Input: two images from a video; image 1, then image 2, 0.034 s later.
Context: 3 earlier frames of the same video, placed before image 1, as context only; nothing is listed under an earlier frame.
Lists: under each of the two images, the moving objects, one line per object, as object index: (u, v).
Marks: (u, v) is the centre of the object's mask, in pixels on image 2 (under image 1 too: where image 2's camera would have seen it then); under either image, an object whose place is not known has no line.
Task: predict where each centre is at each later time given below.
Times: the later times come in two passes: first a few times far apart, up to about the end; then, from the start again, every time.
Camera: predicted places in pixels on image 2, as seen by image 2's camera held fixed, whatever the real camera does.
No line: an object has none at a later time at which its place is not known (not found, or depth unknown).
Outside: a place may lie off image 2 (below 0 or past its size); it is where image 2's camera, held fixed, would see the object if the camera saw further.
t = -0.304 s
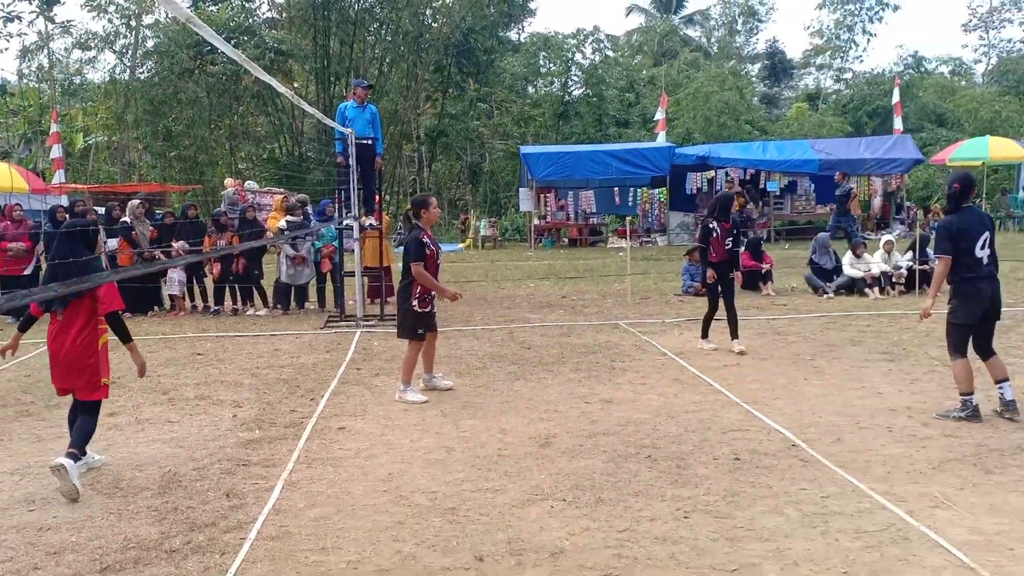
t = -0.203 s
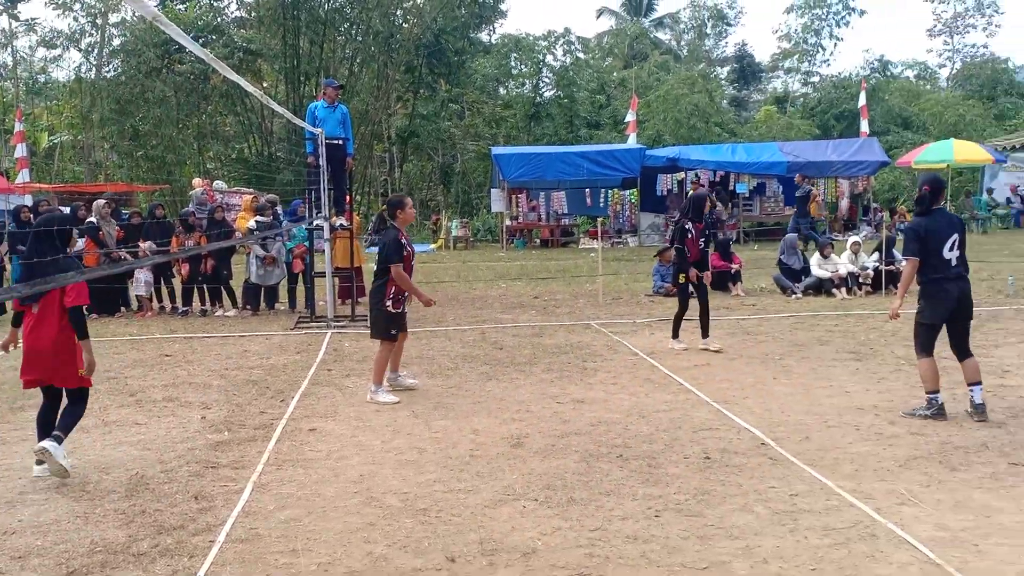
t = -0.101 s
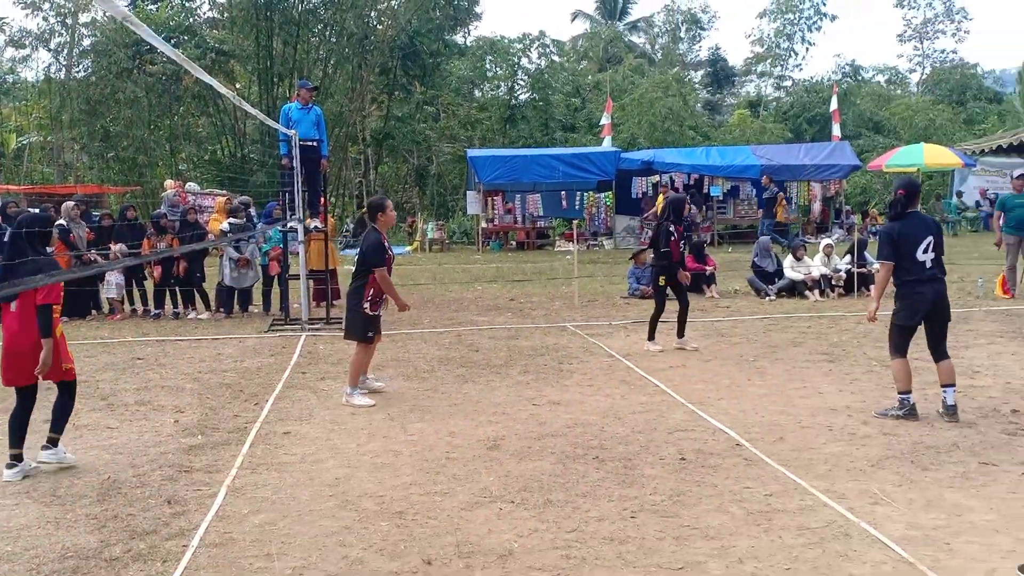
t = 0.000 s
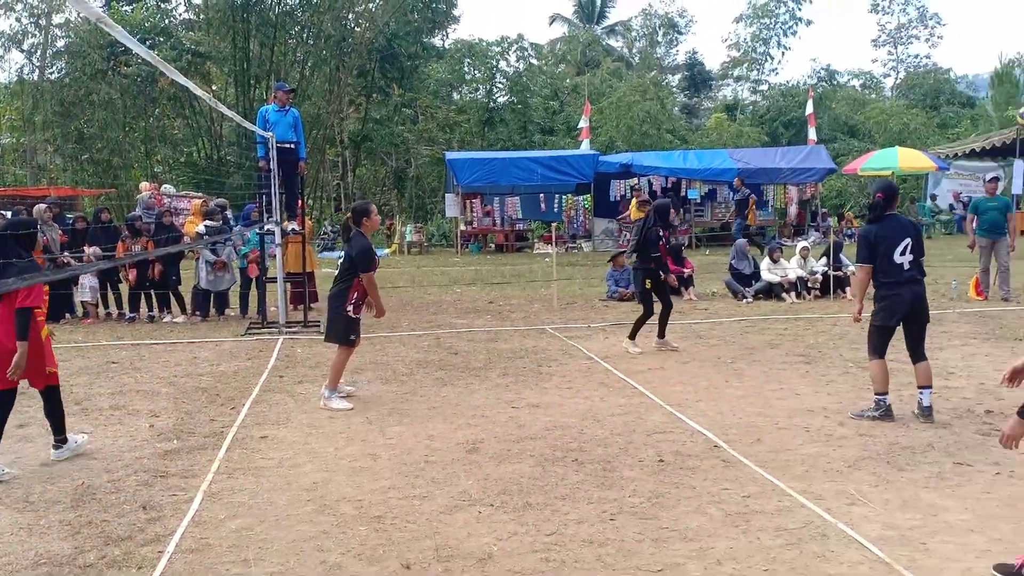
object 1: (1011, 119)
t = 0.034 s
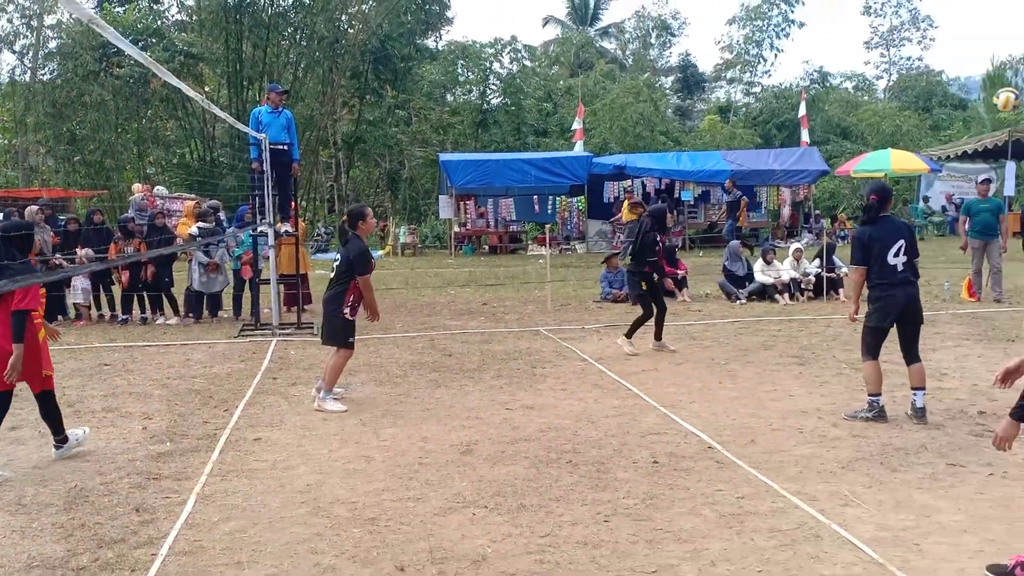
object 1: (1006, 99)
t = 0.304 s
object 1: (871, -2)
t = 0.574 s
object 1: (716, -19)
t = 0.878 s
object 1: (536, 72)
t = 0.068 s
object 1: (991, 83)
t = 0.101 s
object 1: (975, 68)
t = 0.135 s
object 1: (958, 53)
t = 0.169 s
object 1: (941, 40)
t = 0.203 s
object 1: (923, 28)
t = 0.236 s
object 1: (908, 16)
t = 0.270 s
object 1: (890, 6)
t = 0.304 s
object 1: (871, -2)
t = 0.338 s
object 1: (853, -9)
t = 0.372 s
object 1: (835, -14)
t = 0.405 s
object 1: (815, -17)
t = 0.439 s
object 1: (796, -20)
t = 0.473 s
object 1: (777, -22)
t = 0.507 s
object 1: (757, -21)
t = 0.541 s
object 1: (737, -21)
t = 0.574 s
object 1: (716, -19)
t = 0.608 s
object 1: (697, -14)
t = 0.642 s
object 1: (677, -8)
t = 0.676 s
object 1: (657, 0)
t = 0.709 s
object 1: (637, 9)
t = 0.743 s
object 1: (616, 20)
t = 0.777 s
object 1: (596, 29)
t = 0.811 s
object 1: (576, 42)
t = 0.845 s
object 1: (556, 57)
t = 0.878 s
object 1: (536, 72)
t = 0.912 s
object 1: (515, 91)
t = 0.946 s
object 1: (495, 110)
